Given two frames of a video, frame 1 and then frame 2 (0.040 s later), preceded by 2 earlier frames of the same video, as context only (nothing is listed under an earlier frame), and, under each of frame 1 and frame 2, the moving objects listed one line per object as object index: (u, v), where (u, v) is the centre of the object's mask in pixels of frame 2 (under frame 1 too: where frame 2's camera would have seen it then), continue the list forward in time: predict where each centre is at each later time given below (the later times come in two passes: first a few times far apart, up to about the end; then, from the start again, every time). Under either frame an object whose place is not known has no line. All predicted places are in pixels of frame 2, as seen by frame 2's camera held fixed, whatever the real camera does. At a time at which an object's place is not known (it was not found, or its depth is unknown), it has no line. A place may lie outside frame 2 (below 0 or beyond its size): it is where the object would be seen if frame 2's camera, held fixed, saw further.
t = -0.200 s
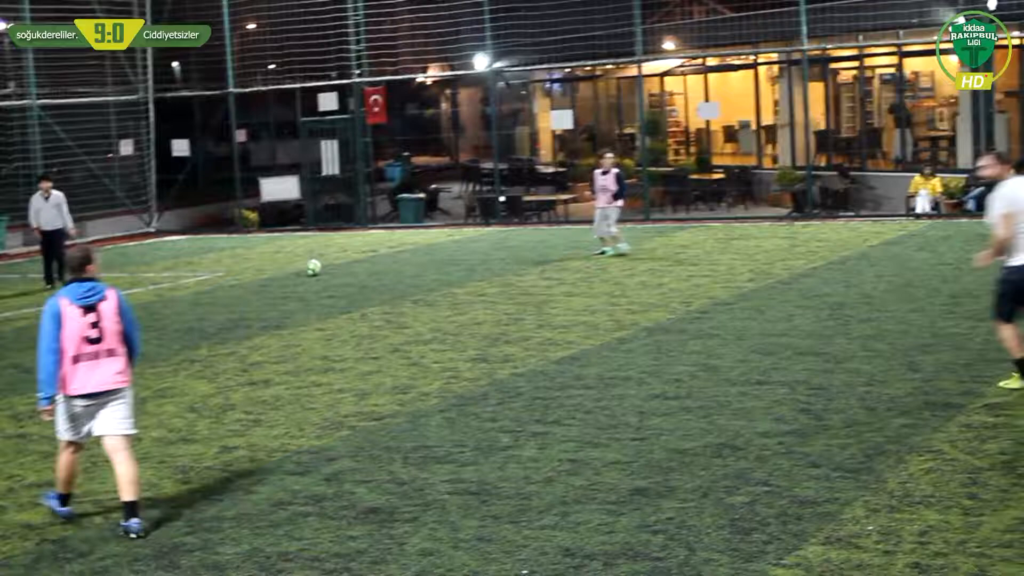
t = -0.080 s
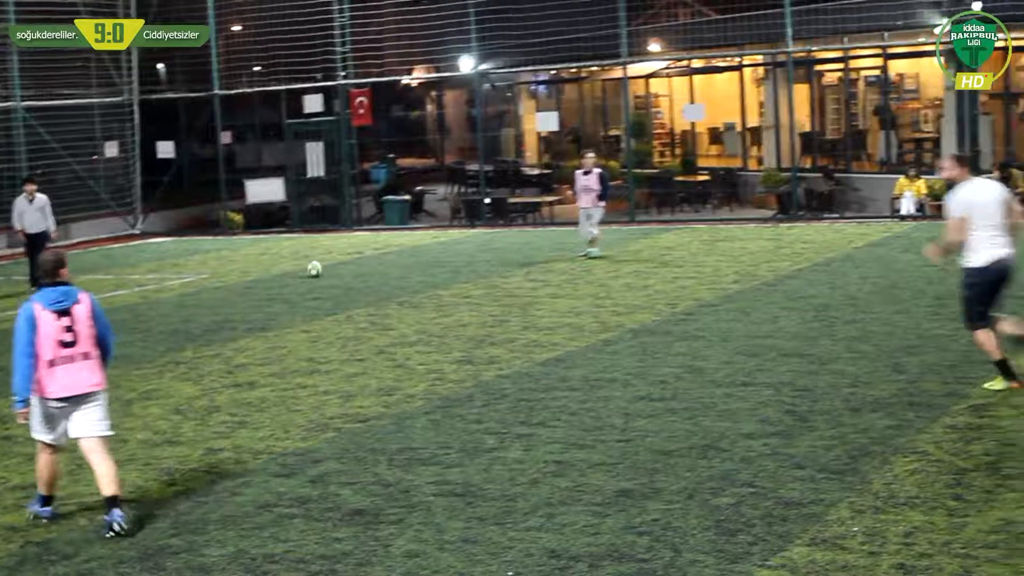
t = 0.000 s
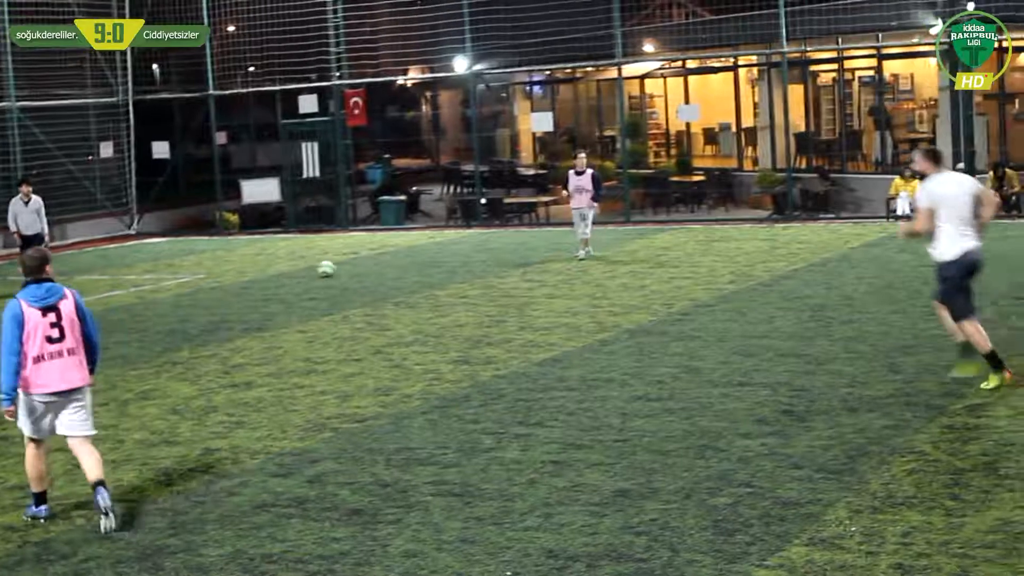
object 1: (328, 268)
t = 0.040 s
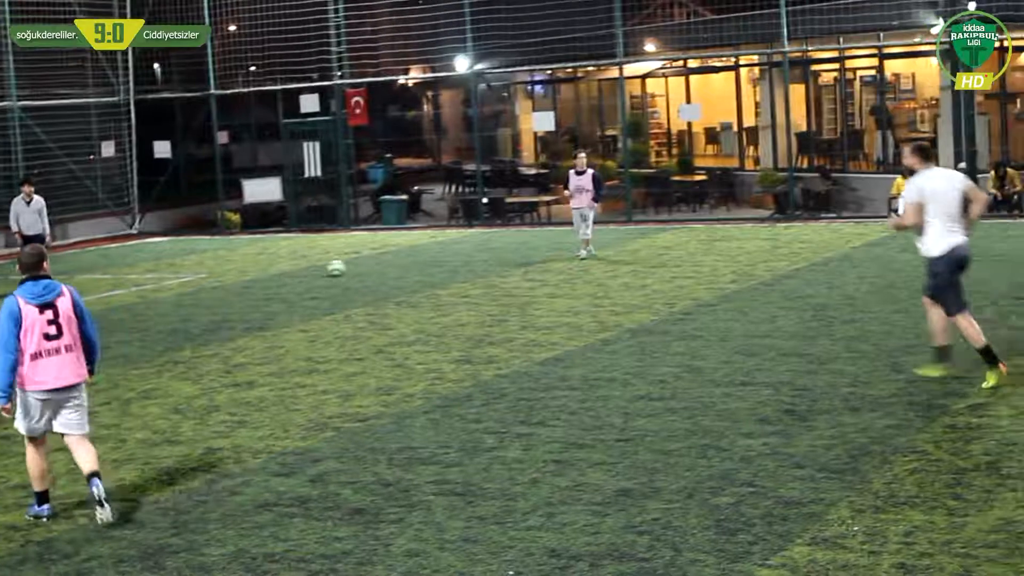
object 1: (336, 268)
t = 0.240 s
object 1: (375, 267)
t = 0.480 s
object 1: (420, 265)
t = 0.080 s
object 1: (345, 267)
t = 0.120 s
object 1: (352, 268)
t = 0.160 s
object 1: (359, 267)
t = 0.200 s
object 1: (367, 267)
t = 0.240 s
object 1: (375, 267)
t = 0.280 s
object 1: (383, 266)
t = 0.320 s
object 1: (390, 266)
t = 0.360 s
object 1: (398, 266)
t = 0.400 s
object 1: (406, 265)
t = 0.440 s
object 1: (413, 265)
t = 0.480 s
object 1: (420, 265)
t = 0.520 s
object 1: (428, 265)
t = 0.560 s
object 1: (435, 264)
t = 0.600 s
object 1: (443, 265)
